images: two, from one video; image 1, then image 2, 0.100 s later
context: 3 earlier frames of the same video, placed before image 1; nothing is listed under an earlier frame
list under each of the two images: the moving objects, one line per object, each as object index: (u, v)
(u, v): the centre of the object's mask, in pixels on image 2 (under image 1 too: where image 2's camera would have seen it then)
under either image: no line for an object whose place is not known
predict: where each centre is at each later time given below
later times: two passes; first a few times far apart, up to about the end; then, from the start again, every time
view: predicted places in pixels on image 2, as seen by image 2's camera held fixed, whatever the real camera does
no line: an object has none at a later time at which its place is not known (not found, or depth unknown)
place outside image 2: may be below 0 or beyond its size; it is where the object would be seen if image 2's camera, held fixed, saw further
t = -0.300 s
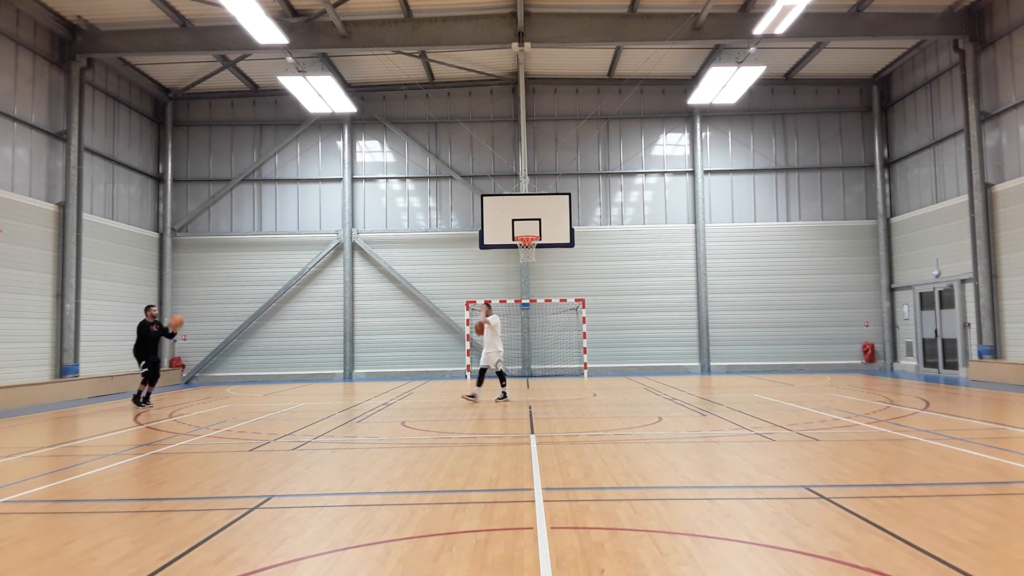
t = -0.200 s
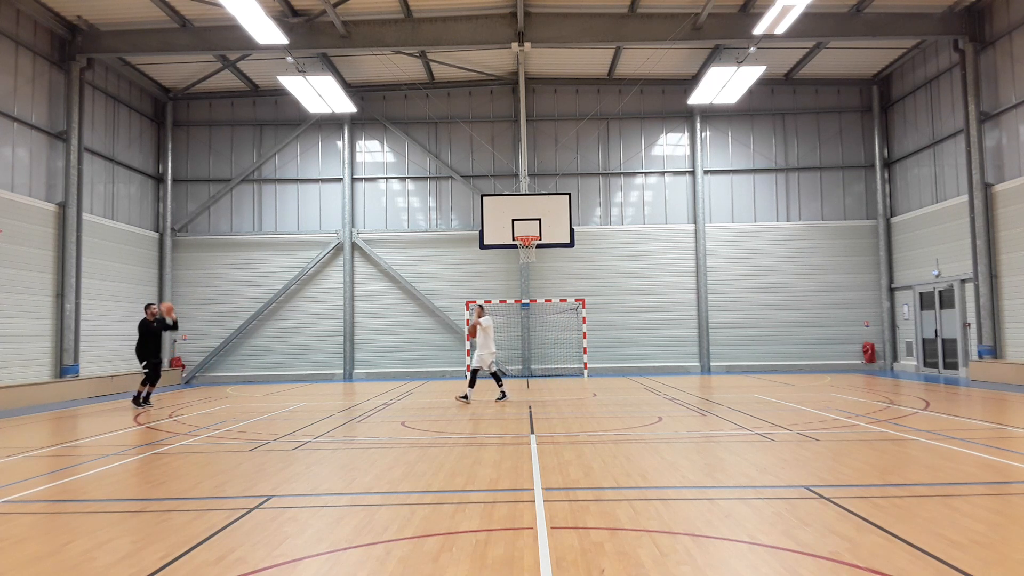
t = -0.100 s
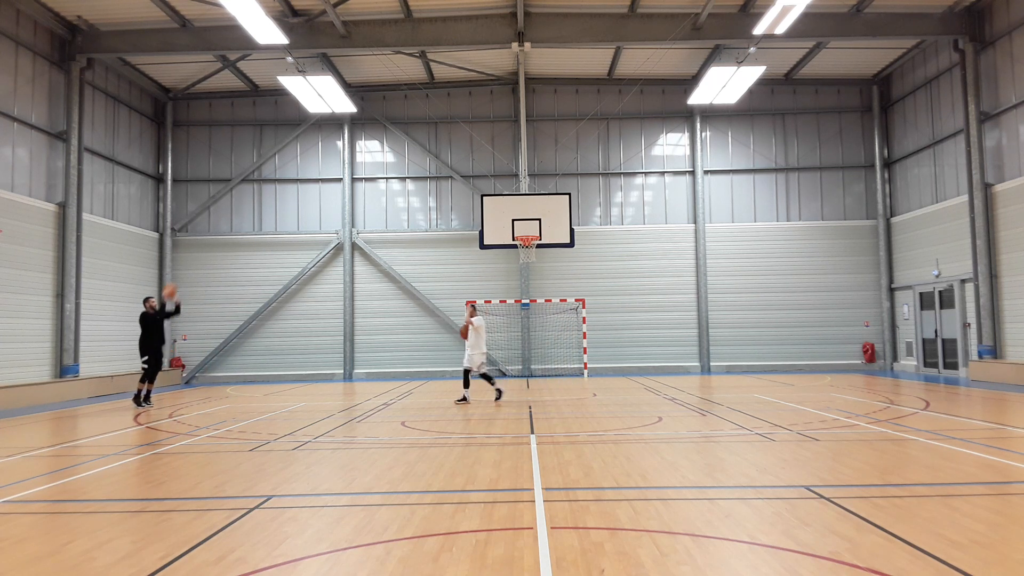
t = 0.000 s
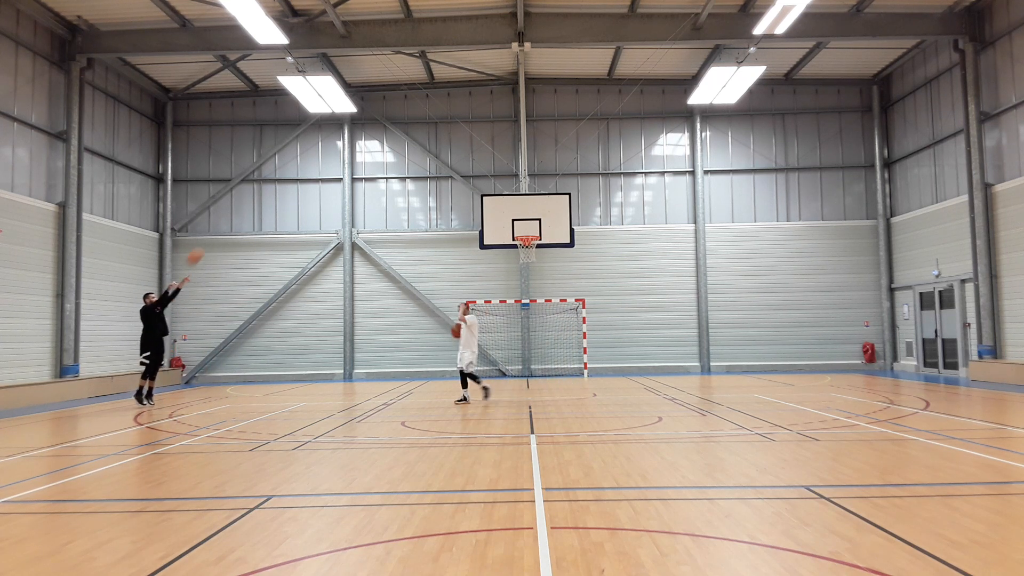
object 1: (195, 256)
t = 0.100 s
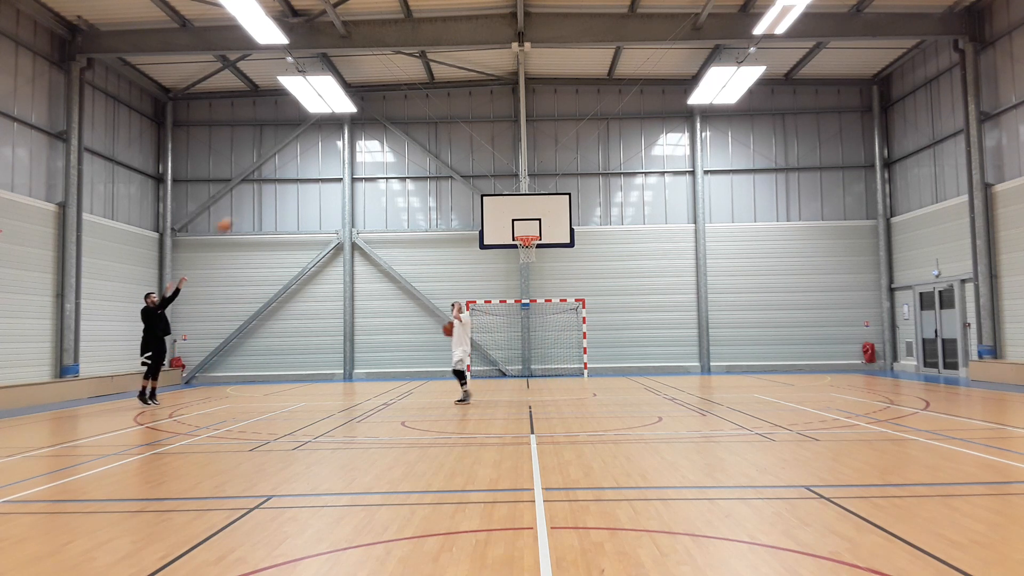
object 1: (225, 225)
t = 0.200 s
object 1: (254, 200)
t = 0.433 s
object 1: (318, 161)
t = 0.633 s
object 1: (371, 150)
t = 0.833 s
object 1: (423, 158)
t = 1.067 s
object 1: (481, 192)
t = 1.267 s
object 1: (528, 235)
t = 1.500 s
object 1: (548, 277)
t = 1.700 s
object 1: (561, 327)
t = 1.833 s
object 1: (570, 373)
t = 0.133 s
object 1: (235, 216)
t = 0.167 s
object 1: (244, 208)
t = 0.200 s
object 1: (254, 200)
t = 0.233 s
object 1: (263, 193)
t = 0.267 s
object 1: (272, 185)
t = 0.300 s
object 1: (282, 180)
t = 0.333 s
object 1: (291, 175)
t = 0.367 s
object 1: (300, 169)
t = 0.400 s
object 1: (309, 165)
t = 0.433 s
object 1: (318, 161)
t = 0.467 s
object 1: (327, 158)
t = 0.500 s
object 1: (335, 155)
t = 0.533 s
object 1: (345, 153)
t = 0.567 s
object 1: (353, 151)
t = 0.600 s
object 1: (362, 150)
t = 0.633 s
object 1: (371, 150)
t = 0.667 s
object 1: (380, 150)
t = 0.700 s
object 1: (389, 150)
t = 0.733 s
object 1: (397, 152)
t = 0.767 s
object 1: (406, 154)
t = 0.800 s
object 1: (414, 156)
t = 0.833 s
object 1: (423, 158)
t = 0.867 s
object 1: (431, 162)
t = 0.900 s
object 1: (440, 166)
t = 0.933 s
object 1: (448, 170)
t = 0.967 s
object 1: (456, 175)
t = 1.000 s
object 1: (465, 180)
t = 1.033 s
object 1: (474, 186)
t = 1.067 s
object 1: (481, 192)
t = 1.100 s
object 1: (490, 199)
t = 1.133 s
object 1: (498, 206)
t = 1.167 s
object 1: (506, 214)
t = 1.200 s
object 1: (514, 222)
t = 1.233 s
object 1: (523, 231)
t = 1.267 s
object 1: (528, 235)
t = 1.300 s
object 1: (535, 247)
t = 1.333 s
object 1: (538, 253)
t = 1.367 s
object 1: (540, 256)
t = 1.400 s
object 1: (542, 260)
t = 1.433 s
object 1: (544, 265)
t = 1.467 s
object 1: (546, 271)
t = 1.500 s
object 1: (548, 277)
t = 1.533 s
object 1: (550, 284)
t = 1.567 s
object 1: (552, 291)
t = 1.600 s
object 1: (554, 299)
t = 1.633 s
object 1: (557, 308)
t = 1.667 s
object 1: (559, 317)
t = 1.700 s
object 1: (561, 327)
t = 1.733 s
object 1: (563, 337)
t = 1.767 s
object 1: (566, 348)
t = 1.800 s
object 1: (568, 359)
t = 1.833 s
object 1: (570, 373)
